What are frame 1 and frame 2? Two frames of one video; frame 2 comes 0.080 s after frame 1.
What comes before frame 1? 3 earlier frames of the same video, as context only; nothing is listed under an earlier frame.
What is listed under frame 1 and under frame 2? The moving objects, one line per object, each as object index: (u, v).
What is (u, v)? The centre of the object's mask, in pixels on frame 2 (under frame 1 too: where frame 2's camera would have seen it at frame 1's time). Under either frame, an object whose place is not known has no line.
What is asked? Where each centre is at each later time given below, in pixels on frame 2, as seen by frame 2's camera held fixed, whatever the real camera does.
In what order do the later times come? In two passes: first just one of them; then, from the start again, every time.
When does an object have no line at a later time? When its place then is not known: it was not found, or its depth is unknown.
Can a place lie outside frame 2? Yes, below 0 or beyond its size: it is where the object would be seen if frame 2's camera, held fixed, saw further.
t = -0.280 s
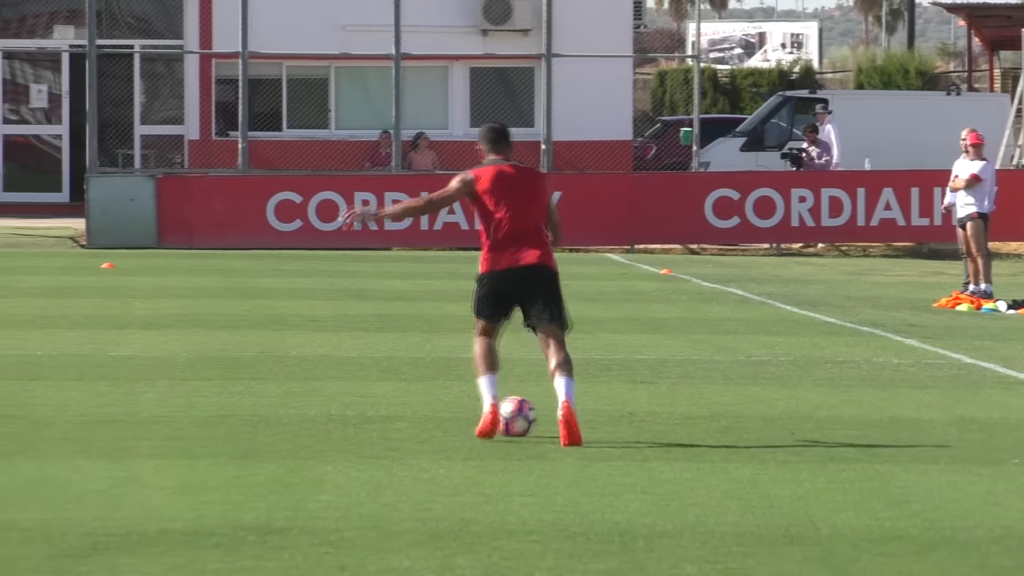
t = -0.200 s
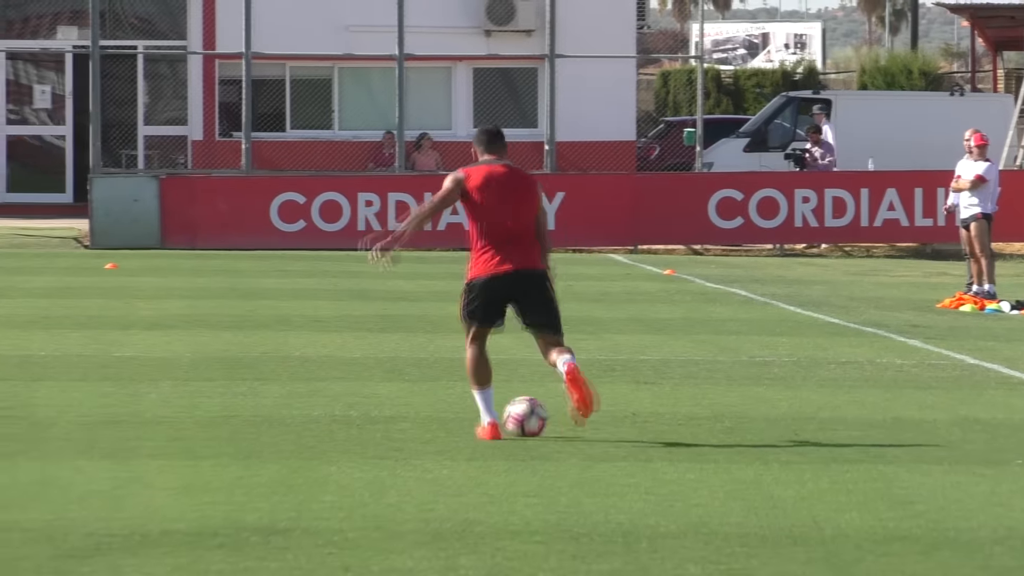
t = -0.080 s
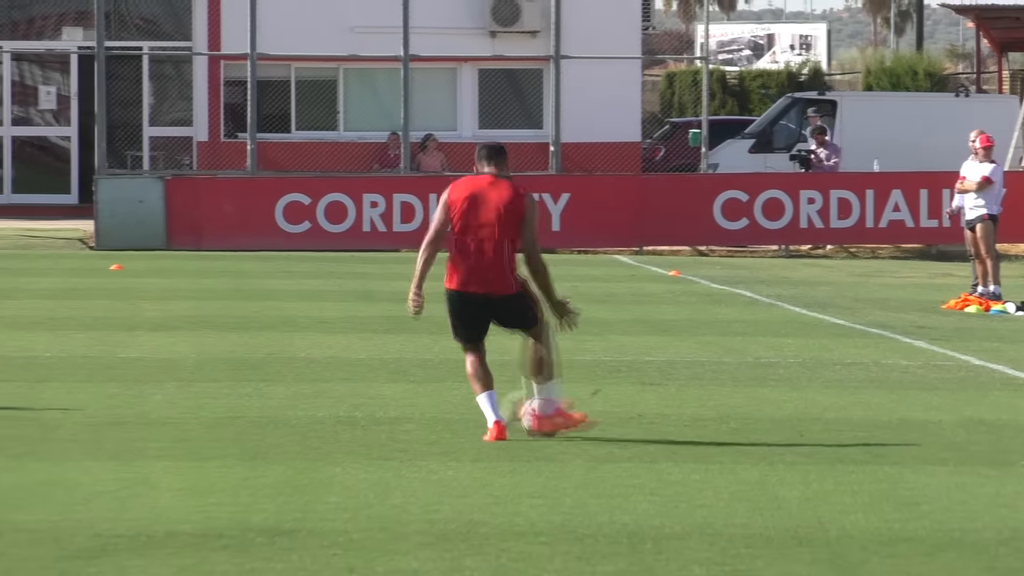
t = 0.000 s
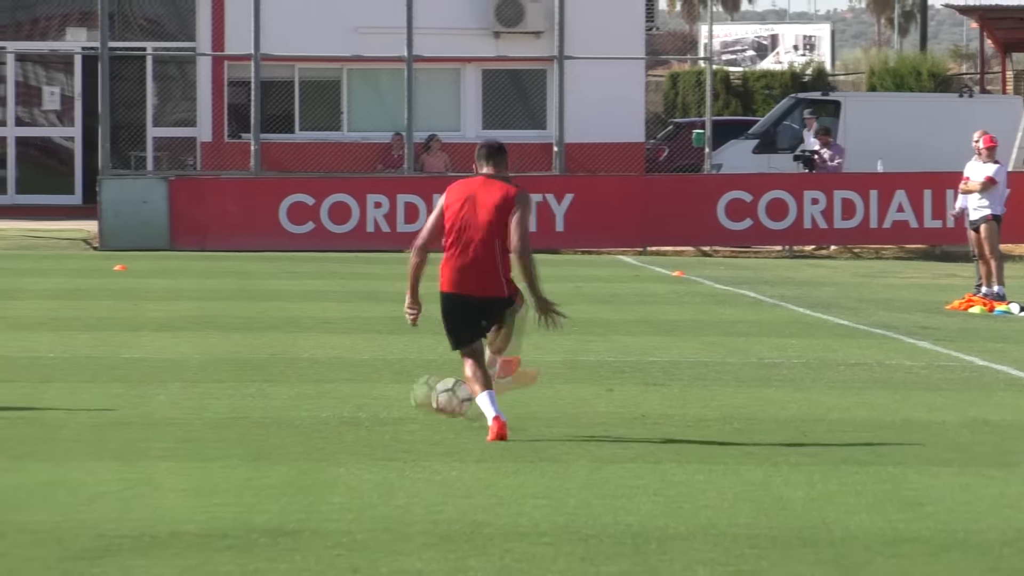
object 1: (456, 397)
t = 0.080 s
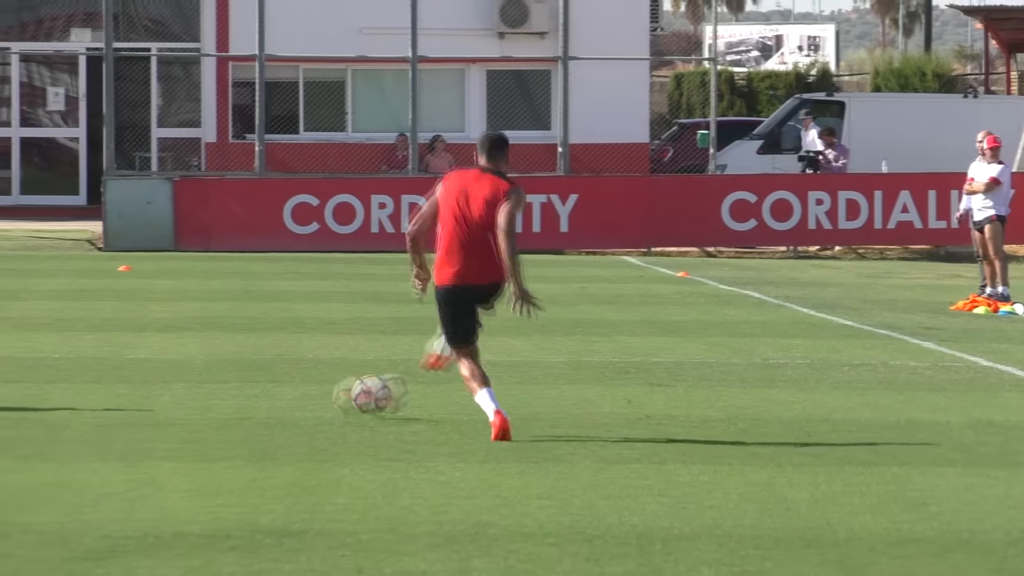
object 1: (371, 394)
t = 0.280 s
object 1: (204, 378)
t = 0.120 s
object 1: (332, 395)
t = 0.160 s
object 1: (298, 387)
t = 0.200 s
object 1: (265, 381)
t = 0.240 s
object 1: (236, 377)
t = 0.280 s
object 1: (204, 378)
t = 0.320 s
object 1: (180, 379)
